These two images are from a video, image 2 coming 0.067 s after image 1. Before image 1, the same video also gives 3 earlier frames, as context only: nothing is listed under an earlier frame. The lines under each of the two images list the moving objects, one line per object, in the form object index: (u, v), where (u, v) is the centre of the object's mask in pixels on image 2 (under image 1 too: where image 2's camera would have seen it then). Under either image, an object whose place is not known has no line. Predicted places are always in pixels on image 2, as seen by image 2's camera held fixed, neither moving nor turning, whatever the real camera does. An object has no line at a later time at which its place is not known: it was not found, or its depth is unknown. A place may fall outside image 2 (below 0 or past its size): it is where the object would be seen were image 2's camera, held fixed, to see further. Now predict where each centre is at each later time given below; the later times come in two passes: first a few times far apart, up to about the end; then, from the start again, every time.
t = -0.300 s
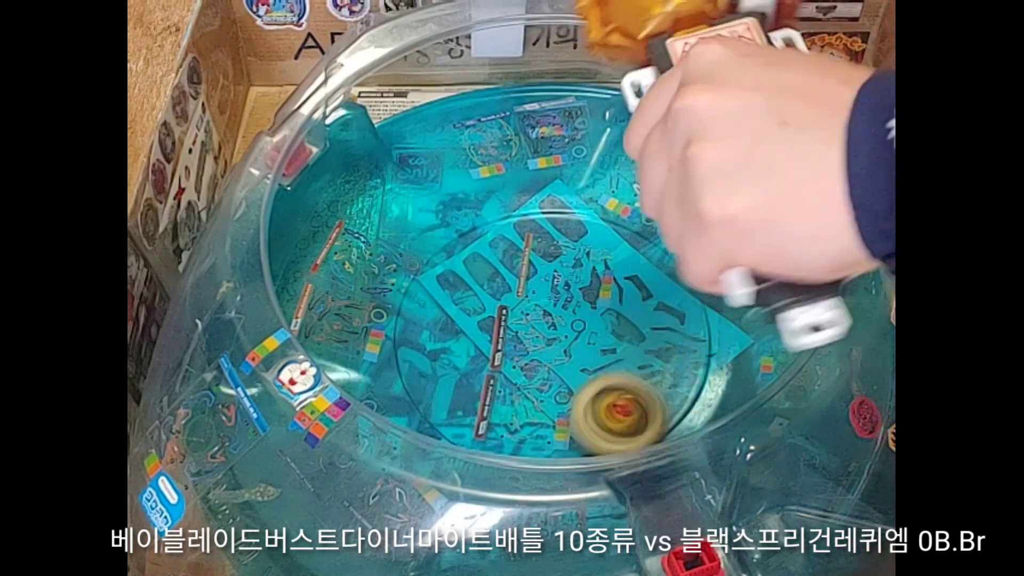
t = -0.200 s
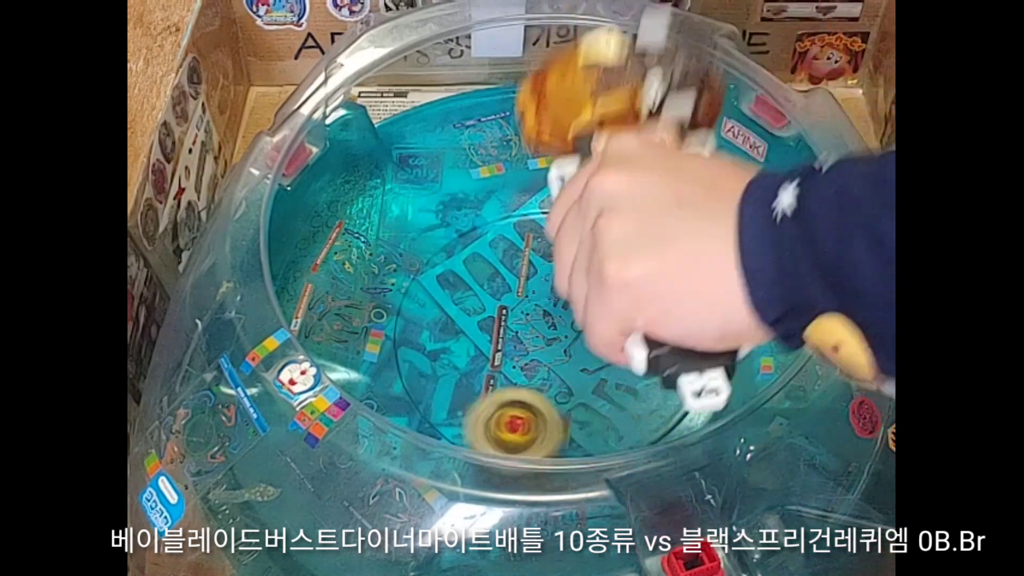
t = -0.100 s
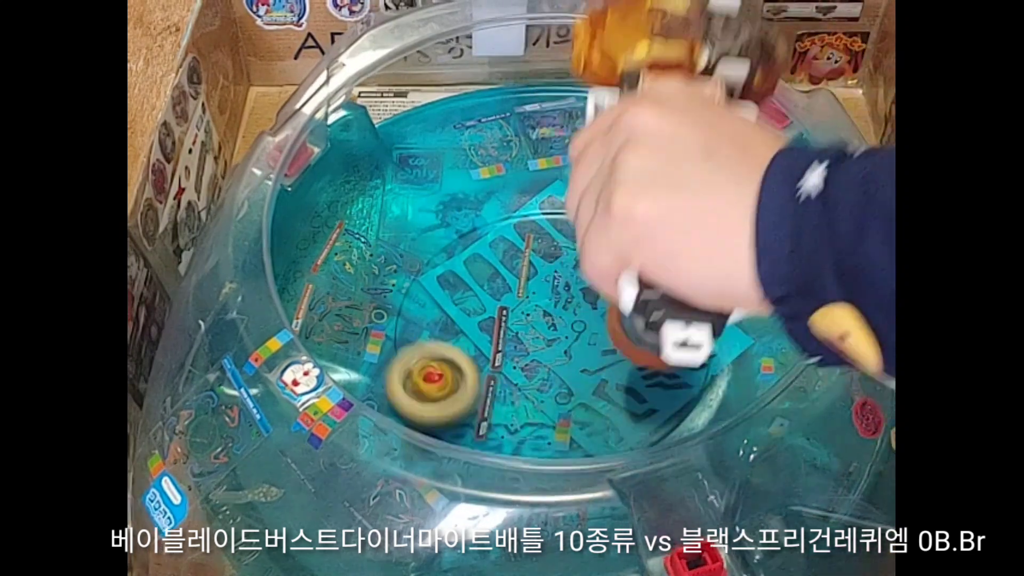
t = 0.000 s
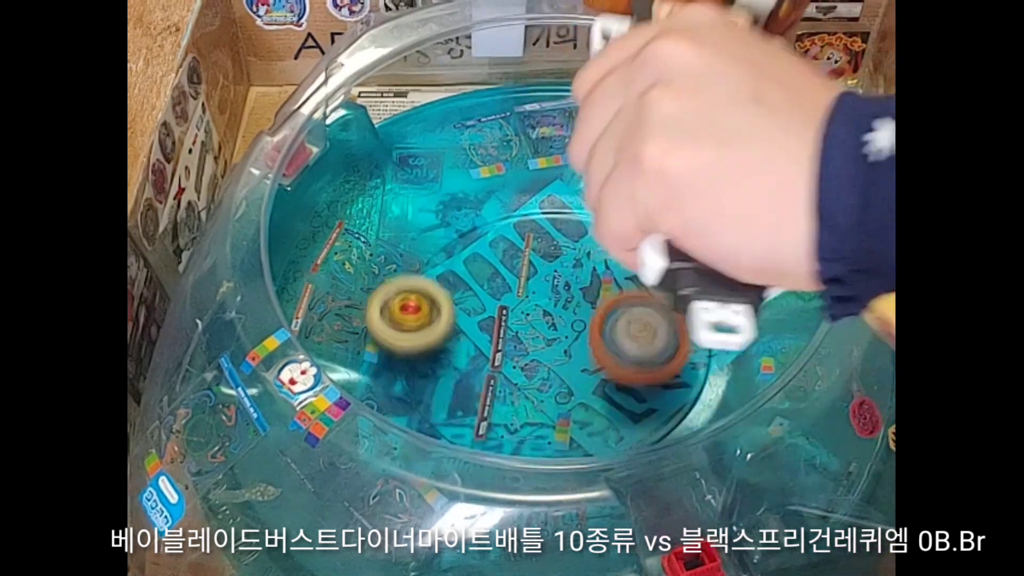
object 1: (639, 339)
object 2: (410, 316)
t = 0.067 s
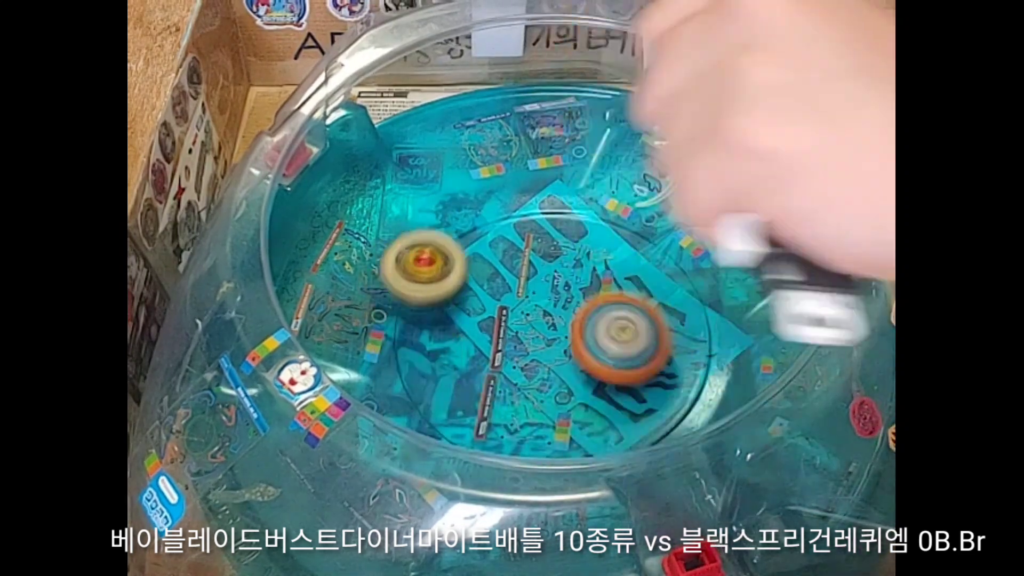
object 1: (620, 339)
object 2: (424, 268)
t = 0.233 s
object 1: (597, 306)
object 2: (549, 205)
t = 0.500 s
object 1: (601, 307)
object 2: (728, 270)
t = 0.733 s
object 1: (586, 275)
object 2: (657, 411)
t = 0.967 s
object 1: (559, 278)
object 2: (434, 366)
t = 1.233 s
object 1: (558, 295)
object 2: (521, 204)
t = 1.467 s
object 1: (576, 303)
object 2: (676, 268)
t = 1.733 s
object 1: (582, 306)
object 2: (546, 412)
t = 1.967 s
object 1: (581, 305)
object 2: (420, 292)
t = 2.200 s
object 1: (582, 309)
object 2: (543, 205)
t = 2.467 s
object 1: (579, 326)
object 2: (697, 319)
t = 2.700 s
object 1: (599, 334)
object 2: (542, 421)
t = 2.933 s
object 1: (614, 327)
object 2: (425, 296)
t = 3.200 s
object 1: (597, 318)
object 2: (590, 210)
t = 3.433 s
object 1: (576, 332)
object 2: (693, 335)
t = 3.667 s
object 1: (573, 346)
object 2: (546, 423)
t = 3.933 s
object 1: (573, 360)
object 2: (438, 318)
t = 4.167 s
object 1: (572, 359)
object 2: (547, 243)
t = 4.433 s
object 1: (561, 356)
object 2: (630, 292)
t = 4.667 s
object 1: (547, 362)
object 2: (647, 338)
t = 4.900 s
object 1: (530, 364)
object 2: (636, 370)
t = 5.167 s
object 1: (513, 364)
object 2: (612, 383)
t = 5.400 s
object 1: (498, 361)
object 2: (601, 370)
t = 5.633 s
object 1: (496, 359)
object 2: (607, 329)
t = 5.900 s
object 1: (491, 348)
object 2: (614, 301)
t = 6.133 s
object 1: (487, 335)
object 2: (603, 291)
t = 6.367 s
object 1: (486, 321)
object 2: (579, 287)
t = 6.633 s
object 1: (483, 311)
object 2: (578, 287)
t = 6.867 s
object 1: (480, 306)
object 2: (581, 289)
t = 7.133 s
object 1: (486, 305)
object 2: (584, 306)
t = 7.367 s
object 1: (495, 298)
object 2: (592, 312)
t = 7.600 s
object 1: (499, 291)
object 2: (607, 340)
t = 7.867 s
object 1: (505, 284)
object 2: (601, 351)
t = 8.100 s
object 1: (522, 283)
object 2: (591, 354)
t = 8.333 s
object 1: (532, 281)
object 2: (579, 352)
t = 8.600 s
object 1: (543, 278)
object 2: (567, 356)
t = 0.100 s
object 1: (612, 334)
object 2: (439, 247)
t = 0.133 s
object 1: (605, 328)
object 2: (461, 230)
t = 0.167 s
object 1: (600, 321)
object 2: (488, 216)
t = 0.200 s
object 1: (597, 314)
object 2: (518, 207)
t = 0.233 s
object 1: (597, 306)
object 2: (549, 205)
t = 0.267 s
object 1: (597, 298)
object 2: (584, 207)
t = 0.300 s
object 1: (596, 297)
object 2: (615, 212)
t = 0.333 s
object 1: (594, 304)
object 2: (646, 207)
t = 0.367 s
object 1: (595, 310)
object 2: (673, 212)
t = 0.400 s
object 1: (598, 313)
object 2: (692, 221)
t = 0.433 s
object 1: (599, 312)
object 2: (707, 234)
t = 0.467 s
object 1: (600, 310)
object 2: (719, 250)
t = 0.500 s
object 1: (601, 307)
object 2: (728, 270)
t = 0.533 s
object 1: (601, 302)
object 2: (734, 290)
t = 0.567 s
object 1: (601, 296)
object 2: (735, 312)
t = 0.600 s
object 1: (600, 291)
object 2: (733, 334)
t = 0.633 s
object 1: (597, 286)
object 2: (725, 356)
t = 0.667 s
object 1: (594, 281)
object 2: (710, 378)
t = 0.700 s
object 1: (590, 277)
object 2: (687, 396)
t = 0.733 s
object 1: (586, 275)
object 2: (657, 411)
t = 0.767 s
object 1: (581, 273)
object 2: (624, 421)
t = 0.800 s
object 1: (577, 272)
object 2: (586, 428)
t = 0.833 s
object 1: (573, 272)
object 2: (547, 428)
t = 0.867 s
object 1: (568, 274)
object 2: (511, 422)
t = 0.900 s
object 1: (565, 275)
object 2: (478, 410)
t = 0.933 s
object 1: (561, 276)
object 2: (453, 391)
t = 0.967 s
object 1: (559, 278)
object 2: (434, 366)
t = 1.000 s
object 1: (556, 280)
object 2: (423, 338)
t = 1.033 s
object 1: (554, 281)
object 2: (418, 309)
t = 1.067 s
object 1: (552, 283)
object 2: (421, 281)
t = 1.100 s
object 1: (551, 287)
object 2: (429, 255)
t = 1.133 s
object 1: (551, 289)
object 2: (448, 235)
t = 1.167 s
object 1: (552, 292)
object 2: (471, 220)
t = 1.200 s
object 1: (555, 293)
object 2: (495, 209)
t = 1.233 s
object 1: (558, 295)
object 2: (521, 204)
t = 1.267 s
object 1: (561, 297)
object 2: (547, 202)
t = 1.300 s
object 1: (564, 299)
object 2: (573, 202)
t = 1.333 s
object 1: (567, 300)
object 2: (600, 207)
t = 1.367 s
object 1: (570, 301)
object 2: (624, 216)
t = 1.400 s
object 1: (572, 302)
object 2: (645, 229)
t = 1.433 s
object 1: (574, 303)
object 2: (662, 248)
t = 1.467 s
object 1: (576, 303)
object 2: (676, 268)
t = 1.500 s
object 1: (577, 303)
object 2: (685, 292)
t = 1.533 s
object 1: (578, 305)
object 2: (687, 317)
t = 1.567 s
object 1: (579, 306)
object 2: (680, 344)
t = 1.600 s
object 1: (580, 307)
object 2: (665, 368)
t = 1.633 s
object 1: (581, 307)
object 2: (641, 388)
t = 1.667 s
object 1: (581, 307)
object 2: (613, 402)
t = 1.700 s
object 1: (582, 307)
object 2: (580, 411)
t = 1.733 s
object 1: (582, 306)
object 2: (546, 412)
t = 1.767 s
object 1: (582, 306)
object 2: (513, 407)
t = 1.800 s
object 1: (582, 306)
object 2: (484, 396)
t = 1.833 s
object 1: (581, 305)
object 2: (458, 381)
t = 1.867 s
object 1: (581, 305)
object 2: (439, 361)
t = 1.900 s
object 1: (581, 305)
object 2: (426, 339)
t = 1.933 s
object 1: (580, 305)
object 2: (420, 316)
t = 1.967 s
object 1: (581, 305)
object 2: (420, 292)
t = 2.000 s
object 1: (581, 305)
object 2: (426, 270)
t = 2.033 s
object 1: (581, 305)
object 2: (437, 250)
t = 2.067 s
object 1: (581, 306)
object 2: (452, 232)
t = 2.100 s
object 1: (582, 307)
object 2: (472, 219)
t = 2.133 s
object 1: (582, 307)
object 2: (494, 211)
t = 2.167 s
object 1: (583, 309)
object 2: (518, 206)
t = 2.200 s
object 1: (582, 309)
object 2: (543, 205)
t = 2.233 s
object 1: (582, 310)
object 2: (569, 208)
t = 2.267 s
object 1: (582, 310)
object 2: (594, 217)
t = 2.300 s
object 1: (582, 310)
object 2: (616, 231)
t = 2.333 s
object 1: (578, 314)
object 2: (641, 240)
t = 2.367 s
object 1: (577, 319)
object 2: (663, 253)
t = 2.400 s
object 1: (577, 322)
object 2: (680, 272)
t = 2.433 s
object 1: (578, 324)
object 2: (692, 295)
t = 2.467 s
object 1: (579, 326)
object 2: (697, 319)
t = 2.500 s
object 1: (582, 328)
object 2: (694, 344)
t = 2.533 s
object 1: (585, 330)
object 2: (681, 370)
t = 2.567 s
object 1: (588, 332)
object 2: (662, 391)
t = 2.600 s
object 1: (590, 332)
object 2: (637, 407)
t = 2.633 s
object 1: (594, 333)
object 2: (608, 417)
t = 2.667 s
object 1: (596, 333)
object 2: (576, 421)
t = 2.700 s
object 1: (599, 334)
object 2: (542, 421)
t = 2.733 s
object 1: (601, 333)
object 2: (510, 416)
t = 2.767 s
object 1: (604, 333)
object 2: (480, 405)
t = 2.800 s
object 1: (607, 332)
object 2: (456, 388)
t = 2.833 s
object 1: (609, 332)
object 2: (438, 367)
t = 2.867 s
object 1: (611, 331)
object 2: (428, 344)
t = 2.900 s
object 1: (613, 330)
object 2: (423, 320)
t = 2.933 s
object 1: (614, 327)
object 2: (425, 296)
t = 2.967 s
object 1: (615, 325)
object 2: (435, 272)
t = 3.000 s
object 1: (615, 323)
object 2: (447, 253)
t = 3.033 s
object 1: (614, 321)
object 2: (466, 235)
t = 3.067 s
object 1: (611, 319)
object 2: (487, 221)
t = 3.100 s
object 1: (607, 318)
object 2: (511, 212)
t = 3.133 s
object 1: (605, 318)
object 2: (537, 206)
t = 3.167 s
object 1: (601, 318)
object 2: (563, 206)
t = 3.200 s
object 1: (597, 318)
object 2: (590, 210)
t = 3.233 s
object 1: (594, 319)
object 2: (614, 220)
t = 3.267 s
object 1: (590, 321)
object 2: (636, 233)
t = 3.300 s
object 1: (588, 323)
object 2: (654, 251)
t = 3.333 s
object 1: (586, 325)
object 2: (667, 270)
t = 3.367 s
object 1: (581, 328)
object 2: (680, 291)
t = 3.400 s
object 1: (577, 330)
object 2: (691, 313)
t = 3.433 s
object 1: (576, 332)
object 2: (693, 335)
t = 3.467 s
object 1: (574, 335)
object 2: (687, 358)
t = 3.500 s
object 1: (573, 337)
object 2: (674, 379)
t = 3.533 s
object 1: (572, 339)
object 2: (653, 397)
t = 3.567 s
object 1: (572, 342)
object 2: (630, 409)
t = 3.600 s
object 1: (571, 344)
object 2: (602, 416)
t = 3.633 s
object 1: (572, 345)
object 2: (575, 420)
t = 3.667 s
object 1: (573, 346)
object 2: (546, 423)
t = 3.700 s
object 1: (573, 350)
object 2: (519, 420)
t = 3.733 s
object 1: (572, 352)
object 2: (495, 414)
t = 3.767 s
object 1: (572, 354)
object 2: (473, 405)
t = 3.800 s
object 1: (572, 356)
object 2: (457, 391)
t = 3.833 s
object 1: (572, 357)
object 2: (446, 374)
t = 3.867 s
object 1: (572, 359)
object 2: (439, 356)
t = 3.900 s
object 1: (572, 360)
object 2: (436, 337)
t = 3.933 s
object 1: (573, 360)
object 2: (438, 318)
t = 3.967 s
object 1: (573, 360)
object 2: (445, 300)
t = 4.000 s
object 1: (573, 360)
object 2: (455, 284)
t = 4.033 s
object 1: (573, 360)
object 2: (469, 269)
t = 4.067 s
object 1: (573, 360)
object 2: (487, 258)
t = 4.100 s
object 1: (573, 360)
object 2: (505, 249)
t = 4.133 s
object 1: (572, 359)
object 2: (525, 243)
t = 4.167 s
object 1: (572, 359)
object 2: (547, 243)
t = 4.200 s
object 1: (572, 359)
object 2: (567, 245)
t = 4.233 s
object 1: (572, 358)
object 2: (583, 250)
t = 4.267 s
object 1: (571, 357)
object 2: (595, 256)
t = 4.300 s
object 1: (571, 357)
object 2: (605, 262)
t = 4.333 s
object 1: (570, 356)
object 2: (613, 268)
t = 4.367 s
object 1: (569, 355)
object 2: (620, 275)
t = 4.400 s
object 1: (566, 355)
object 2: (626, 283)
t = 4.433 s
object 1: (561, 356)
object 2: (630, 292)
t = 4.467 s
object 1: (557, 357)
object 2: (633, 299)
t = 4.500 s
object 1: (551, 360)
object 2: (640, 303)
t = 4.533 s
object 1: (549, 361)
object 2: (643, 309)
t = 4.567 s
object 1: (549, 361)
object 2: (645, 317)
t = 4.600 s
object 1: (549, 361)
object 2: (645, 324)
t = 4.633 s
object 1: (549, 362)
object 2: (646, 331)
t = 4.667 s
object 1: (547, 362)
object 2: (647, 338)
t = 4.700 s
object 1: (544, 362)
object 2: (649, 344)
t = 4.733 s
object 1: (543, 363)
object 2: (648, 350)
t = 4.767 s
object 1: (542, 363)
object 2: (646, 355)
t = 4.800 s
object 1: (542, 363)
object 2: (644, 360)
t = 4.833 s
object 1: (538, 363)
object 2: (643, 364)
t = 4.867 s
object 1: (533, 364)
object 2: (640, 367)
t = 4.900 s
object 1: (530, 364)
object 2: (636, 370)
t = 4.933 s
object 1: (530, 363)
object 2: (633, 373)
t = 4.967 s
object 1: (528, 364)
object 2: (630, 375)
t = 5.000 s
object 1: (524, 365)
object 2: (626, 378)
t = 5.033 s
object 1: (518, 364)
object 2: (628, 380)
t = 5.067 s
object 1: (516, 364)
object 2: (626, 382)
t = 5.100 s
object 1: (515, 364)
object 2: (622, 384)
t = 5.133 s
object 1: (514, 364)
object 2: (617, 384)
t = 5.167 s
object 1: (513, 364)
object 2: (612, 383)
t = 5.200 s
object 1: (509, 364)
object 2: (611, 382)
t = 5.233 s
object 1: (507, 364)
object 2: (609, 382)
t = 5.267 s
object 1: (506, 364)
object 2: (606, 380)
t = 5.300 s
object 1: (502, 362)
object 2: (609, 380)
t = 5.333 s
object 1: (500, 362)
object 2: (607, 378)
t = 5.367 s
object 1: (499, 362)
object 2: (604, 375)
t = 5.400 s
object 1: (498, 361)
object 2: (601, 370)
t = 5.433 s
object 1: (497, 361)
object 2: (600, 365)
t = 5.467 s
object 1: (496, 361)
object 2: (600, 359)
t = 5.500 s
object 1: (496, 361)
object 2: (599, 354)
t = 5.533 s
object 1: (496, 361)
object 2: (600, 347)
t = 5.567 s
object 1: (496, 360)
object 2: (603, 341)
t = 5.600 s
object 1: (496, 360)
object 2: (605, 334)
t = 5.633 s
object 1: (496, 359)
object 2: (607, 329)
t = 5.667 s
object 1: (495, 359)
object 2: (609, 325)
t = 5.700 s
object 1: (495, 358)
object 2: (611, 319)
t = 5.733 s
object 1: (495, 356)
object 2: (612, 315)
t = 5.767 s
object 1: (494, 354)
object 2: (613, 312)
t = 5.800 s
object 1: (494, 352)
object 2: (614, 308)
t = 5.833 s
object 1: (495, 350)
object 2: (615, 305)
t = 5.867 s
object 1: (494, 348)
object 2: (614, 303)
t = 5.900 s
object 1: (491, 348)
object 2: (614, 301)
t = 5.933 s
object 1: (490, 347)
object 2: (614, 299)
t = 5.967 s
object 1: (489, 345)
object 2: (612, 297)
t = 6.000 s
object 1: (488, 343)
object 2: (611, 296)
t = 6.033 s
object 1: (488, 341)
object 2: (608, 295)
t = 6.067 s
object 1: (487, 339)
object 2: (607, 293)
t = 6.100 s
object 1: (487, 337)
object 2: (605, 292)
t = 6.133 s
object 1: (487, 335)
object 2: (603, 291)
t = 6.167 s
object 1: (486, 333)
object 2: (600, 290)
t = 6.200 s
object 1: (486, 331)
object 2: (597, 288)
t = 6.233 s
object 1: (485, 328)
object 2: (593, 287)
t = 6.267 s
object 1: (485, 326)
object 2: (590, 287)
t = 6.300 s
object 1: (485, 325)
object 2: (587, 287)
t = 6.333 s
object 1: (485, 323)
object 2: (582, 287)
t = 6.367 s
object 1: (486, 321)
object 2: (579, 287)
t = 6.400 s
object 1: (484, 319)
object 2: (577, 285)
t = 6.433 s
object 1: (482, 318)
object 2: (578, 285)
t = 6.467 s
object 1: (482, 317)
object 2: (578, 285)
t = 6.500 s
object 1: (482, 316)
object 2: (578, 286)
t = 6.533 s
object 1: (482, 315)
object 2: (578, 286)
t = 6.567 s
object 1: (482, 314)
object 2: (578, 286)
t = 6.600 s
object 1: (482, 313)
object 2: (578, 286)
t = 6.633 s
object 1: (483, 311)
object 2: (578, 287)
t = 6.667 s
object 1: (483, 310)
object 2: (578, 287)
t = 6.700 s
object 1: (483, 308)
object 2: (579, 286)
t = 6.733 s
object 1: (480, 308)
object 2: (583, 286)
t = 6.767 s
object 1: (479, 307)
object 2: (585, 287)
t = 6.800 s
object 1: (479, 307)
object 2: (584, 287)
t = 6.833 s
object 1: (480, 307)
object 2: (583, 288)
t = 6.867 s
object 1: (480, 306)
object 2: (581, 289)
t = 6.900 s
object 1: (482, 305)
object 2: (579, 290)
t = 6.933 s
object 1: (481, 305)
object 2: (579, 291)
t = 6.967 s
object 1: (480, 304)
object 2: (582, 292)
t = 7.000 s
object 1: (480, 304)
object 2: (583, 295)
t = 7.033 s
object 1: (481, 305)
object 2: (583, 298)
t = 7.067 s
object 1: (483, 305)
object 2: (583, 302)
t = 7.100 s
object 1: (485, 305)
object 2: (584, 305)
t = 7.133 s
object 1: (486, 305)
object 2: (584, 306)
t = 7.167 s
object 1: (486, 304)
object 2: (587, 307)
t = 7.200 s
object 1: (487, 304)
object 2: (587, 309)
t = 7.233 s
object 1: (489, 304)
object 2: (588, 310)
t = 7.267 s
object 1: (491, 302)
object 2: (589, 311)
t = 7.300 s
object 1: (492, 301)
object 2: (590, 312)
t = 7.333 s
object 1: (494, 300)
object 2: (590, 312)
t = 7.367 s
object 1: (495, 298)
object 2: (592, 312)
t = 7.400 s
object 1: (493, 296)
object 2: (598, 316)
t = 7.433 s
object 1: (493, 295)
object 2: (600, 320)
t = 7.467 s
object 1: (494, 294)
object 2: (603, 324)
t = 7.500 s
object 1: (495, 294)
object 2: (605, 328)
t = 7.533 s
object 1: (496, 293)
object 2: (606, 333)
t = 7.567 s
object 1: (497, 292)
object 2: (607, 337)
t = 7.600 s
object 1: (499, 291)
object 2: (607, 340)
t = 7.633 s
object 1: (500, 290)
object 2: (607, 342)
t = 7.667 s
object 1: (499, 286)
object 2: (607, 344)
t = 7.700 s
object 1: (499, 283)
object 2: (606, 346)
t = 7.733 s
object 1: (500, 283)
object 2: (605, 347)
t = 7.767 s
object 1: (500, 283)
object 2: (604, 348)
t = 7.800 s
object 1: (502, 284)
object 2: (604, 350)
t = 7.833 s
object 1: (503, 284)
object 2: (602, 350)
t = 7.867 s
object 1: (505, 284)
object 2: (601, 351)
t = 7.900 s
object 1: (508, 285)
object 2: (600, 352)
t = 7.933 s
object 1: (510, 285)
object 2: (599, 352)
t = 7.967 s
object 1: (513, 284)
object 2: (598, 353)
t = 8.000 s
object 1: (516, 284)
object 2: (596, 353)
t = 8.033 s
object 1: (518, 283)
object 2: (595, 354)
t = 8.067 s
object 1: (520, 283)
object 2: (593, 353)
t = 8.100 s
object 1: (522, 283)
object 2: (591, 354)
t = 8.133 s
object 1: (523, 282)
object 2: (589, 353)
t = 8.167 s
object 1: (525, 282)
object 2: (587, 353)
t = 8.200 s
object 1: (526, 283)
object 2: (585, 353)
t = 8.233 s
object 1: (528, 283)
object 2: (583, 352)
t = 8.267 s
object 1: (530, 283)
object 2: (581, 352)
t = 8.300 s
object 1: (531, 282)
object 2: (578, 351)
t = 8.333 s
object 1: (532, 281)
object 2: (579, 352)
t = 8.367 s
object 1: (532, 280)
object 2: (577, 354)
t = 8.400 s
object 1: (533, 280)
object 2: (576, 354)
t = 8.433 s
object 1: (534, 280)
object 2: (574, 354)
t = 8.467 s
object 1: (536, 280)
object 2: (573, 354)
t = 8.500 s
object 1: (537, 279)
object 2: (571, 354)
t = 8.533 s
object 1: (538, 279)
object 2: (569, 355)
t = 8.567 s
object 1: (540, 279)
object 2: (568, 355)
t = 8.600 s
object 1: (543, 278)
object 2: (567, 356)
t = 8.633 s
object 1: (544, 277)
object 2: (566, 357)
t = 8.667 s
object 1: (546, 276)
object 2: (564, 356)
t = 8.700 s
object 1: (547, 275)
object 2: (562, 356)
